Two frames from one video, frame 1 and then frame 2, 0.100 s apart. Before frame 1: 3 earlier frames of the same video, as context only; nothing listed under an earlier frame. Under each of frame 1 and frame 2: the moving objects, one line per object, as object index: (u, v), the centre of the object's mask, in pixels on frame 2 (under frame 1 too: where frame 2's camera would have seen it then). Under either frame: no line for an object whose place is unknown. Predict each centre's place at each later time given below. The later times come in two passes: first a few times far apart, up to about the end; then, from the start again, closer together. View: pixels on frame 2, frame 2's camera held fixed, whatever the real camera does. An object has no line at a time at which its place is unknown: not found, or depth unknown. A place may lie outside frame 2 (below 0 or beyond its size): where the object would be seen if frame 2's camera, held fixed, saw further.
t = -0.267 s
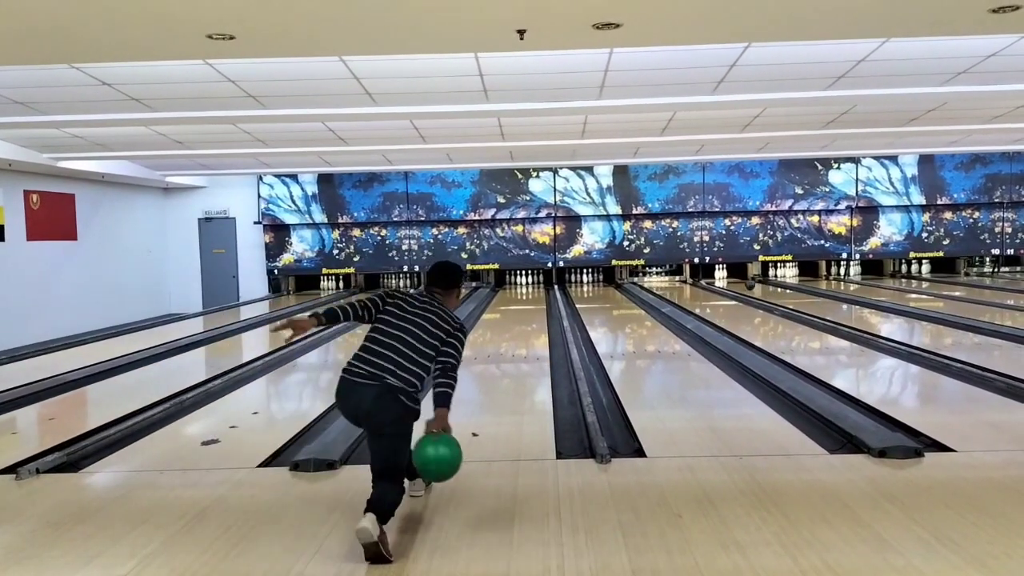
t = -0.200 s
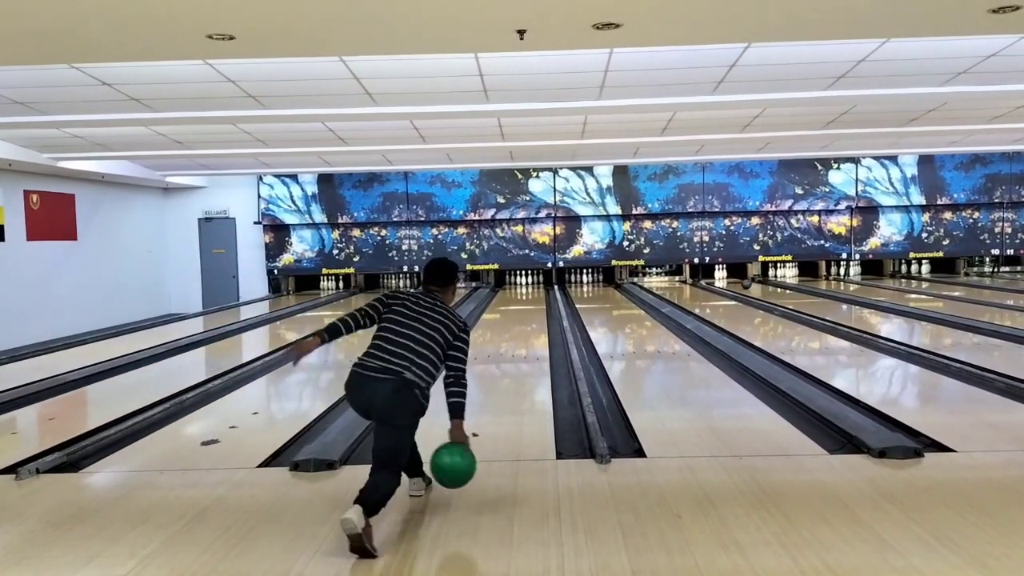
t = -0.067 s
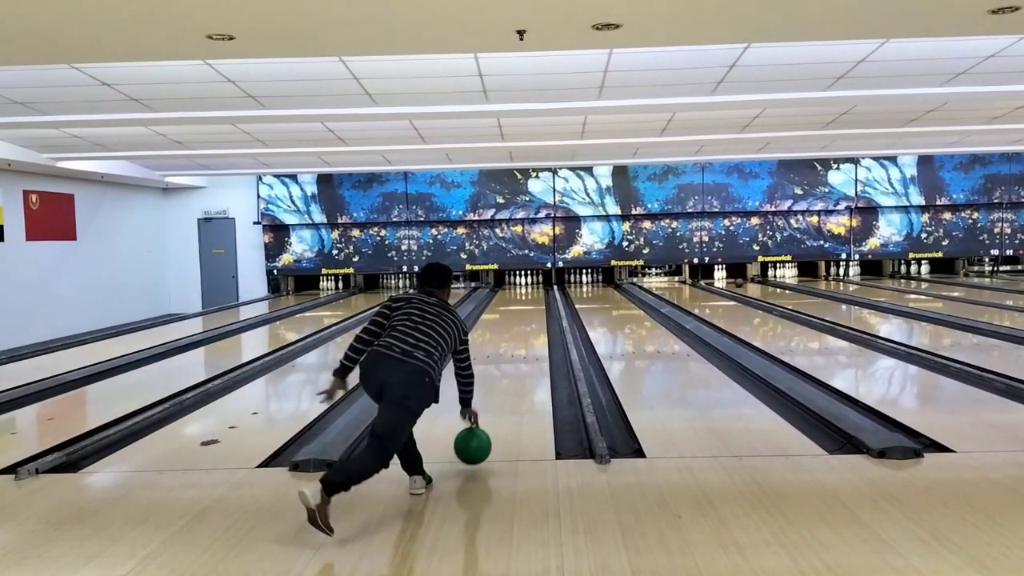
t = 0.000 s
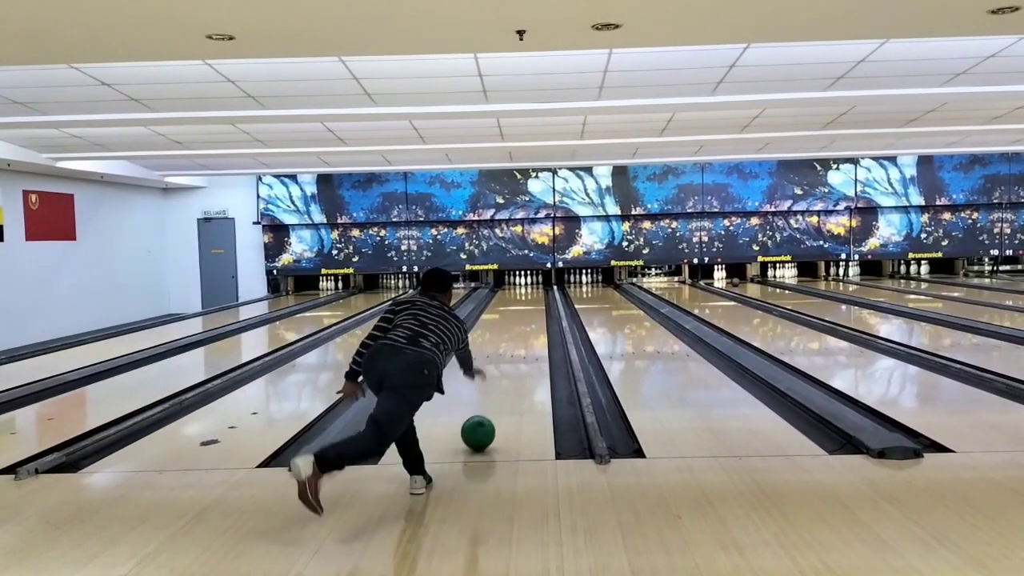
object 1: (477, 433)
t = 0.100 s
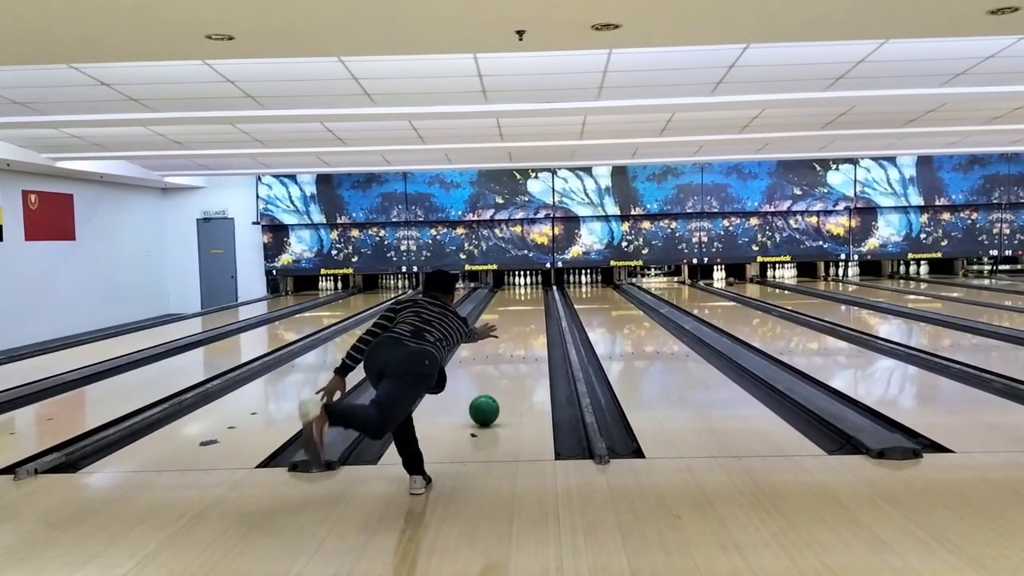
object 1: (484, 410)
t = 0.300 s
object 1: (496, 378)
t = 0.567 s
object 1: (502, 349)
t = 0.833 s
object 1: (507, 331)
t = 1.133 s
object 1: (511, 316)
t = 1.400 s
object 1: (514, 307)
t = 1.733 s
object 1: (516, 298)
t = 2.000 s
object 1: (517, 292)
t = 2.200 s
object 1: (519, 289)
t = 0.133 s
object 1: (486, 404)
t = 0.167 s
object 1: (487, 398)
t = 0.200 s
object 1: (489, 392)
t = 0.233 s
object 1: (490, 387)
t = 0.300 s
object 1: (496, 378)
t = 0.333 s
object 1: (495, 373)
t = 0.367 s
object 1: (496, 369)
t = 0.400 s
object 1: (497, 366)
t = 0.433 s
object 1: (498, 362)
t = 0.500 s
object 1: (500, 355)
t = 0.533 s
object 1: (501, 352)
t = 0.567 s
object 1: (502, 349)
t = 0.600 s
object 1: (502, 347)
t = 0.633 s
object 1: (503, 344)
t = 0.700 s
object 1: (505, 339)
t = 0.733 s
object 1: (505, 337)
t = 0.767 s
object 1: (506, 335)
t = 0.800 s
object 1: (506, 333)
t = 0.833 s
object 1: (507, 331)
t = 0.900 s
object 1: (508, 327)
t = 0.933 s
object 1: (509, 325)
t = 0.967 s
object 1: (509, 324)
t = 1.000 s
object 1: (510, 322)
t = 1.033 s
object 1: (510, 321)
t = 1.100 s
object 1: (511, 318)
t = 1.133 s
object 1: (511, 316)
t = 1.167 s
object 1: (511, 315)
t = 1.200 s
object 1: (512, 313)
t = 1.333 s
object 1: (513, 309)
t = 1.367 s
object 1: (513, 308)
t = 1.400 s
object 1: (514, 307)
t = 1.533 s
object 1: (515, 303)
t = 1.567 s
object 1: (515, 302)
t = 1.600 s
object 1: (515, 301)
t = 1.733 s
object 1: (516, 298)
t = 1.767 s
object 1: (516, 297)
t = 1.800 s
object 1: (516, 297)
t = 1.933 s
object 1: (517, 293)
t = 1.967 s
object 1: (517, 293)
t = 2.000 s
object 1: (517, 292)
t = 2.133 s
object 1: (518, 290)
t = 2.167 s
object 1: (519, 289)
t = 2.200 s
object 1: (519, 289)
